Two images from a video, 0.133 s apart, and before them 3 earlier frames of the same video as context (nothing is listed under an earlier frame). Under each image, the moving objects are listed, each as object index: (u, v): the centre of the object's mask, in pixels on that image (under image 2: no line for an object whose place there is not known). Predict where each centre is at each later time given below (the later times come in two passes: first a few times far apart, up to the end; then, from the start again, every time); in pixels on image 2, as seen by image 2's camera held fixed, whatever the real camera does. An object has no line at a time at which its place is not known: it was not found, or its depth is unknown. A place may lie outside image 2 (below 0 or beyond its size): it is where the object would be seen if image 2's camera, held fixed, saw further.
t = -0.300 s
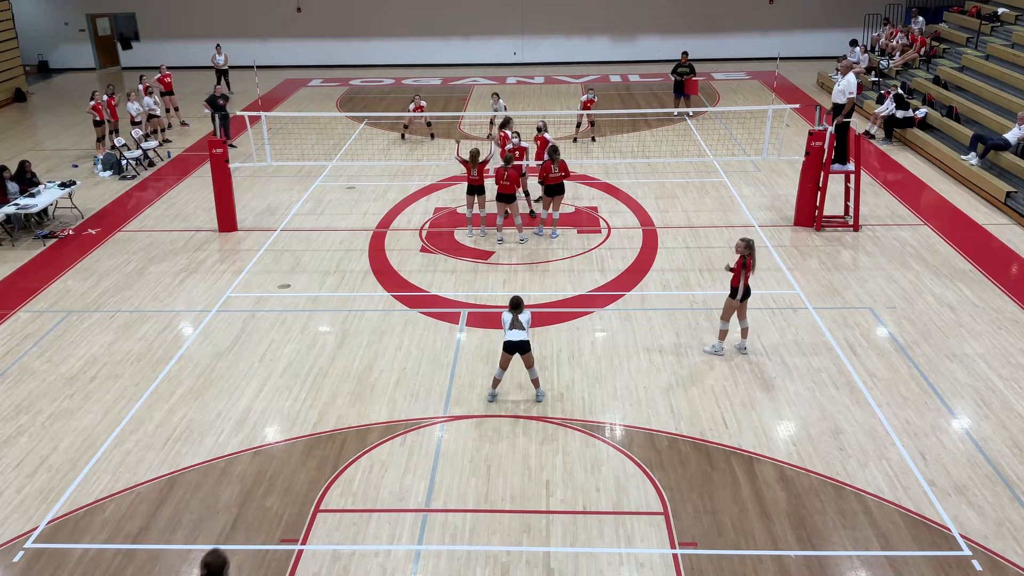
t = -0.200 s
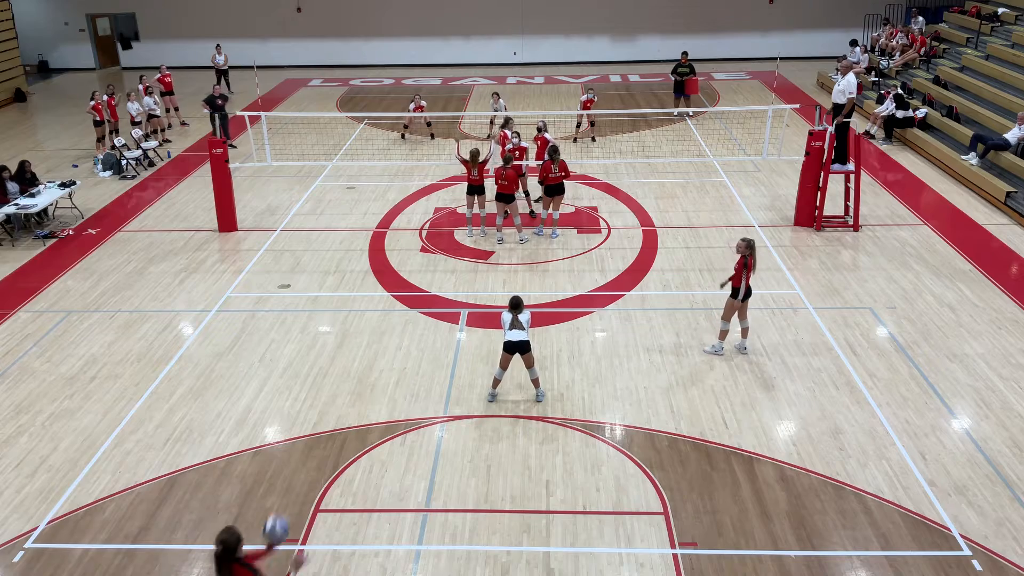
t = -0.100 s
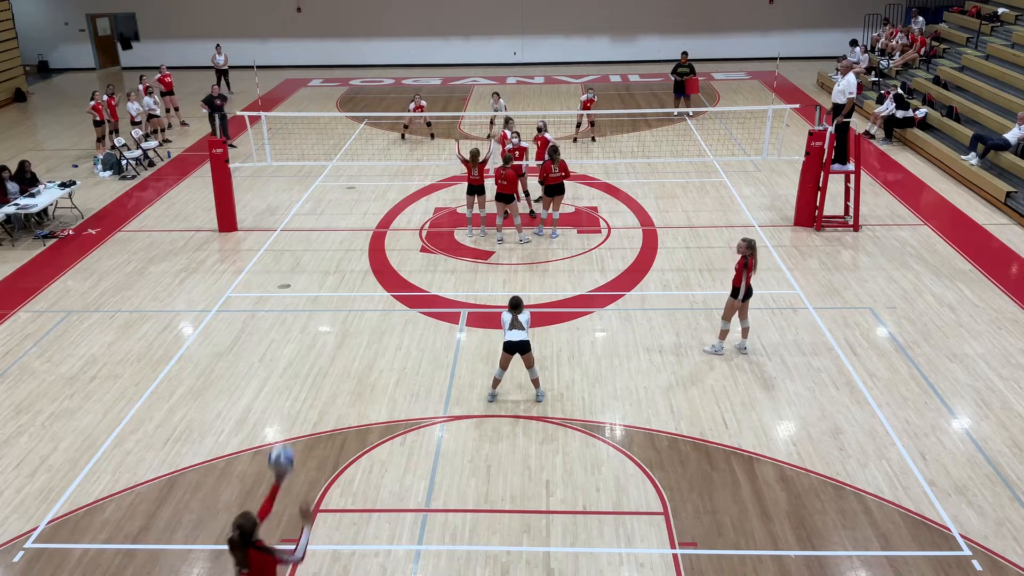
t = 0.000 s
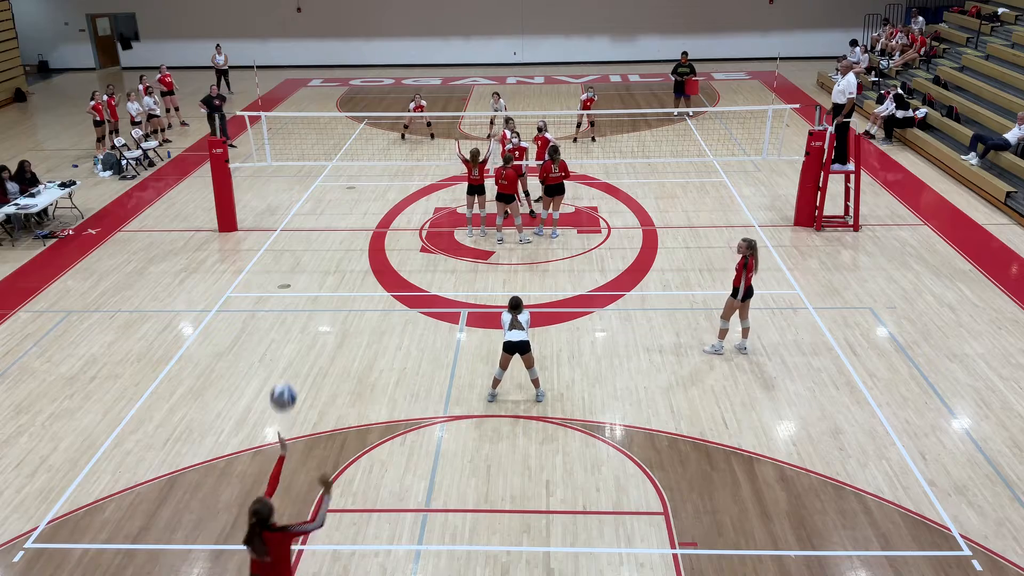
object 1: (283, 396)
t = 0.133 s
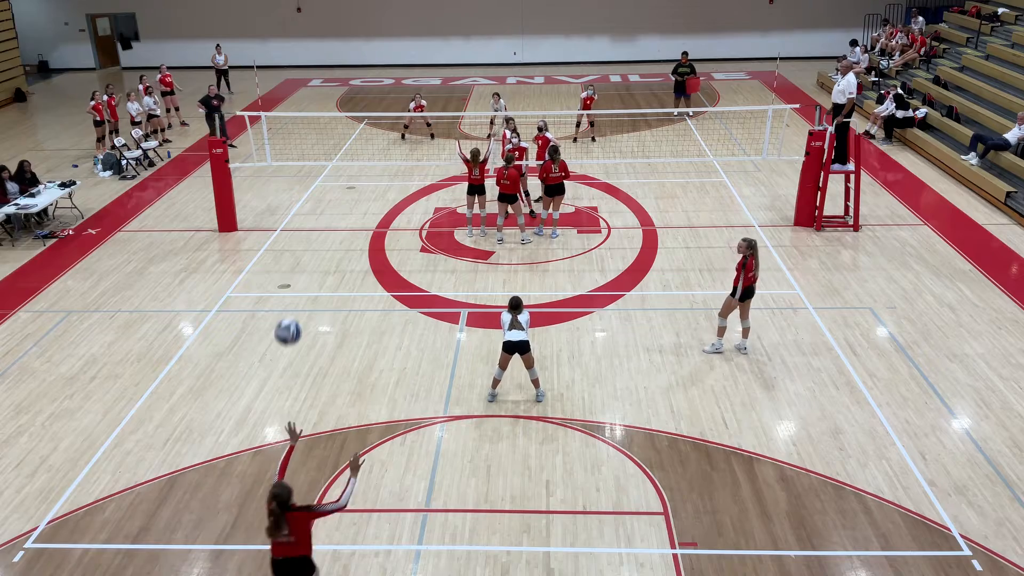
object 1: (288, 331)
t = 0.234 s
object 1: (293, 297)
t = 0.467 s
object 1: (310, 261)
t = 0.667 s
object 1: (329, 279)
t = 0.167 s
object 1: (289, 318)
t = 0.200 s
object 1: (291, 307)
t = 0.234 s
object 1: (293, 297)
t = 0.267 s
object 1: (295, 287)
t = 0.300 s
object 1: (297, 280)
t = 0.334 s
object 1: (299, 273)
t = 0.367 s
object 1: (302, 269)
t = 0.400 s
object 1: (305, 265)
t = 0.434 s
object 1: (307, 262)
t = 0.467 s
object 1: (310, 261)
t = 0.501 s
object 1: (313, 261)
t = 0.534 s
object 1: (316, 262)
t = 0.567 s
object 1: (319, 265)
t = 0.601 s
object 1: (322, 268)
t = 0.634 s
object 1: (325, 273)
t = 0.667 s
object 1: (329, 279)
